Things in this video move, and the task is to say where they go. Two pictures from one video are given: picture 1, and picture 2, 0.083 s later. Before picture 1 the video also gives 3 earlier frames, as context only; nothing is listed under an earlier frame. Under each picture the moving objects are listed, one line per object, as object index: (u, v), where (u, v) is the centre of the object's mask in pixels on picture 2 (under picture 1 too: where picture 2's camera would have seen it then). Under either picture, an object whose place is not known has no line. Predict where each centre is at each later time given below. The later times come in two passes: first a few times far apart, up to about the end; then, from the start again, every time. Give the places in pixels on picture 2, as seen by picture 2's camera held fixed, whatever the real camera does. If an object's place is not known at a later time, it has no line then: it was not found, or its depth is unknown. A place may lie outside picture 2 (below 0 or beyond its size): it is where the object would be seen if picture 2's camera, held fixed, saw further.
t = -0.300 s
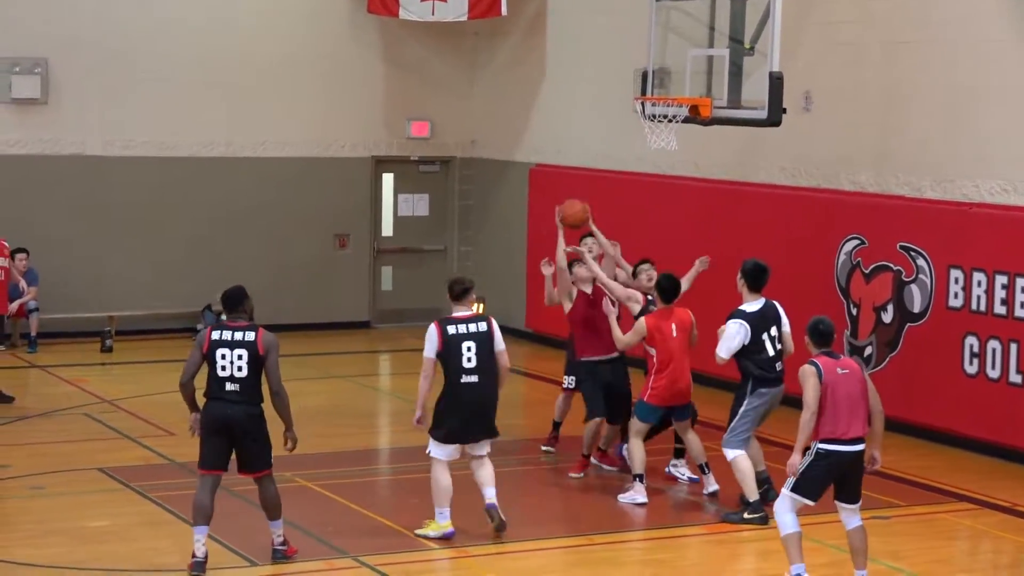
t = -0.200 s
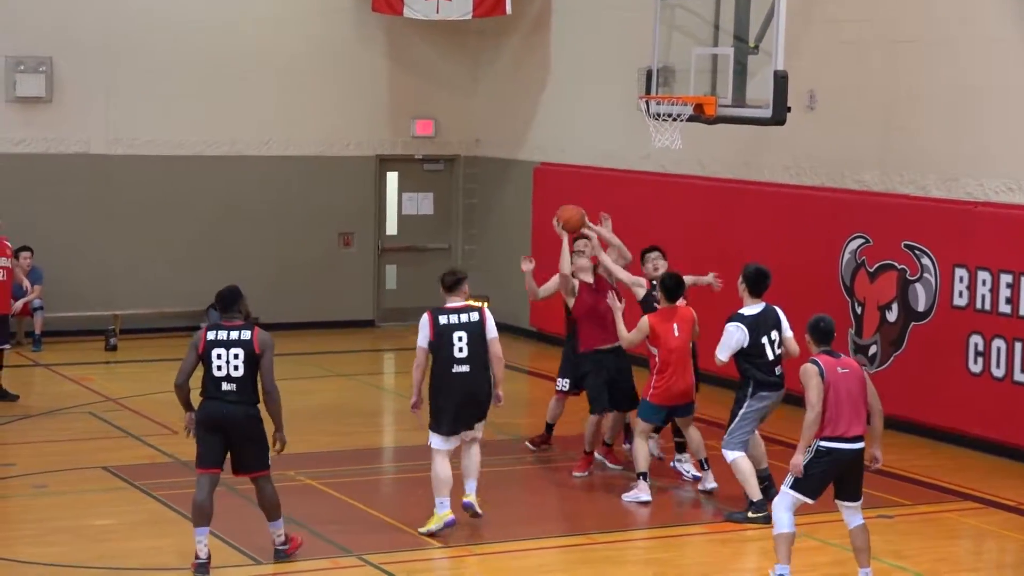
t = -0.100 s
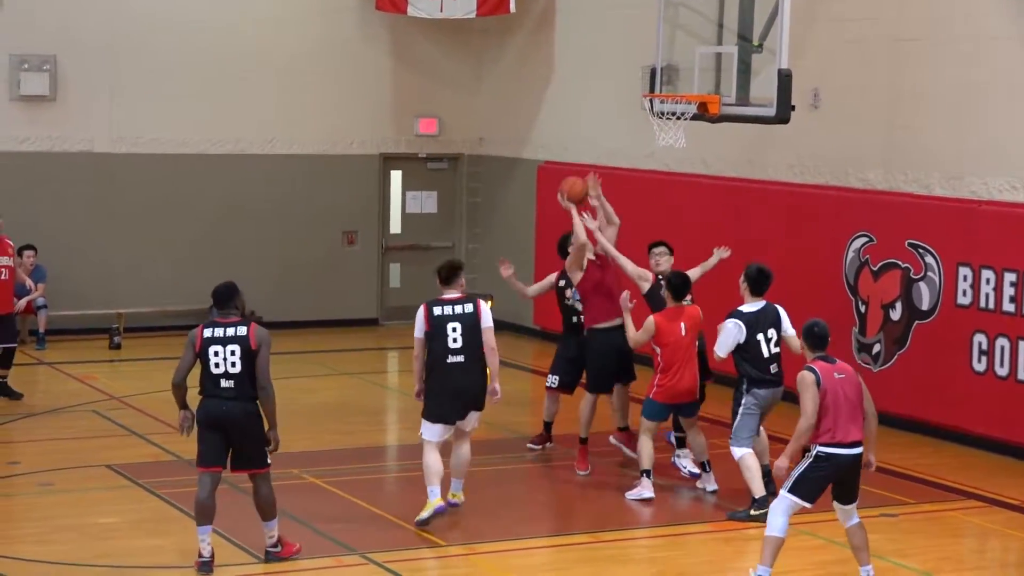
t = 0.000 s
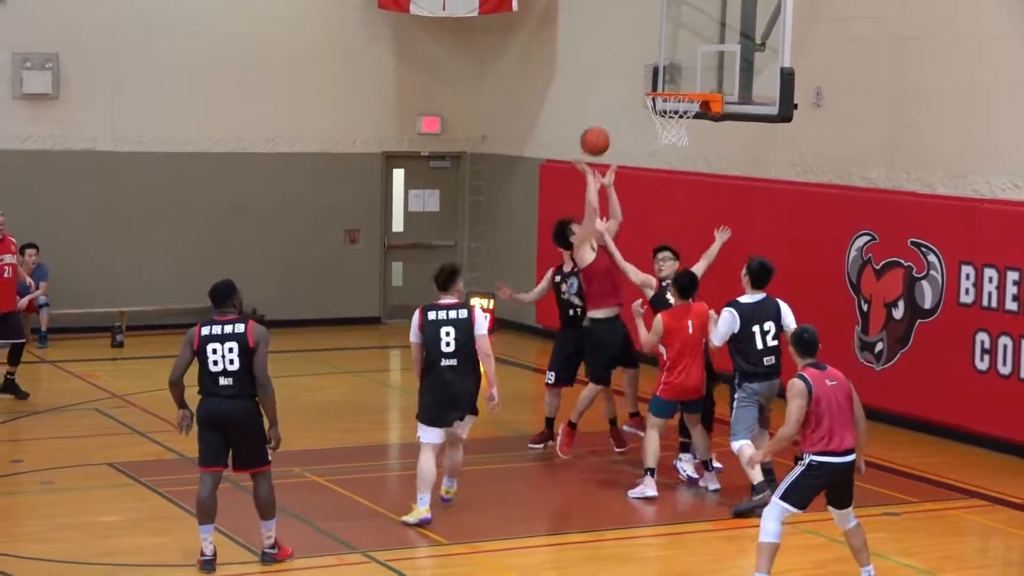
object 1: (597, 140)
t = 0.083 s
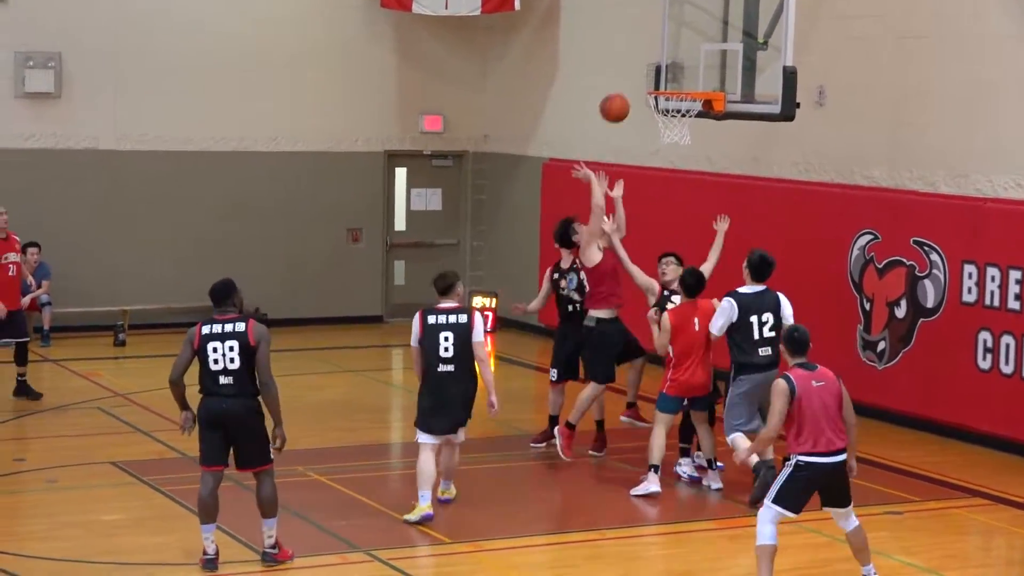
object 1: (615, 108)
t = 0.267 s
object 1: (652, 66)
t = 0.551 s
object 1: (703, 76)
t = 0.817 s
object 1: (704, 64)
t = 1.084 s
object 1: (694, 66)
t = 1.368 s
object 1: (676, 123)
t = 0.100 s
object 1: (618, 102)
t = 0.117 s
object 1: (622, 97)
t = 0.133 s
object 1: (625, 92)
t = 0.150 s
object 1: (628, 88)
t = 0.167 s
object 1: (632, 84)
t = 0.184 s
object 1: (635, 80)
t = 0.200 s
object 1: (638, 76)
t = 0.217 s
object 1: (641, 73)
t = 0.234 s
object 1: (645, 71)
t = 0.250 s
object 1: (648, 68)
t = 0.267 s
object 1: (652, 66)
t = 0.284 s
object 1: (655, 64)
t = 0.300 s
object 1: (658, 63)
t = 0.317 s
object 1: (661, 62)
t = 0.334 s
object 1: (665, 61)
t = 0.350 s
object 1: (668, 61)
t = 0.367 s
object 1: (672, 61)
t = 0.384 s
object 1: (675, 61)
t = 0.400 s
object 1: (678, 62)
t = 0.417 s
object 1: (682, 63)
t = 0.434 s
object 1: (684, 64)
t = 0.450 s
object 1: (688, 66)
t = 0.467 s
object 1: (691, 68)
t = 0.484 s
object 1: (694, 70)
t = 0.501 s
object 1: (698, 73)
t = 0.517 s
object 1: (701, 75)
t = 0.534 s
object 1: (703, 78)
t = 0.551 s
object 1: (703, 76)
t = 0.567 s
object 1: (704, 72)
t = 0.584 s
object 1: (704, 70)
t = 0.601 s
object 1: (704, 67)
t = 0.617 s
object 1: (704, 65)
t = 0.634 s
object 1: (704, 63)
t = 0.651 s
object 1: (704, 61)
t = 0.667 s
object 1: (704, 60)
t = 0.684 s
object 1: (704, 59)
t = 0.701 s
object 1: (704, 59)
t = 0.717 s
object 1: (704, 59)
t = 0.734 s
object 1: (704, 59)
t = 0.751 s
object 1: (704, 59)
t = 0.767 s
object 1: (704, 59)
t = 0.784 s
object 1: (704, 61)
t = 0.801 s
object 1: (704, 62)
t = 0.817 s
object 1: (704, 64)
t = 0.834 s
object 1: (704, 66)
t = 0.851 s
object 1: (704, 69)
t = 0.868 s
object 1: (704, 71)
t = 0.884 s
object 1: (703, 75)
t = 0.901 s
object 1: (704, 77)
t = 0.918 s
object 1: (703, 76)
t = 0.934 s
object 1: (702, 74)
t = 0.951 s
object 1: (701, 72)
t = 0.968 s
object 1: (700, 70)
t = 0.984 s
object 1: (699, 68)
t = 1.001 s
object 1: (698, 67)
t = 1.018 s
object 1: (697, 66)
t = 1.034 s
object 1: (697, 65)
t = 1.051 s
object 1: (695, 65)
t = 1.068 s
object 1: (695, 65)
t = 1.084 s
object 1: (694, 66)
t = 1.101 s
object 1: (693, 66)
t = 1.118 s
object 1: (691, 67)
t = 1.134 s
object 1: (691, 69)
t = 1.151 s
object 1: (690, 71)
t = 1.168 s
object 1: (689, 73)
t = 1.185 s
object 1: (688, 75)
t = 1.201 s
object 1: (687, 78)
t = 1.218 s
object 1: (686, 80)
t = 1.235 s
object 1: (685, 81)
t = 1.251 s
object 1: (684, 83)
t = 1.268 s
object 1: (683, 85)
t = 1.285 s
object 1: (681, 96)
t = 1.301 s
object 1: (679, 101)
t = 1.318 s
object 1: (679, 105)
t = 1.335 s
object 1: (678, 109)
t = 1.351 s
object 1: (677, 116)
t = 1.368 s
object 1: (676, 123)
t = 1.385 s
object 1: (675, 128)
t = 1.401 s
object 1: (673, 135)
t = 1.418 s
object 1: (672, 142)
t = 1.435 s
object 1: (671, 150)
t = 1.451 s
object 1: (671, 156)
